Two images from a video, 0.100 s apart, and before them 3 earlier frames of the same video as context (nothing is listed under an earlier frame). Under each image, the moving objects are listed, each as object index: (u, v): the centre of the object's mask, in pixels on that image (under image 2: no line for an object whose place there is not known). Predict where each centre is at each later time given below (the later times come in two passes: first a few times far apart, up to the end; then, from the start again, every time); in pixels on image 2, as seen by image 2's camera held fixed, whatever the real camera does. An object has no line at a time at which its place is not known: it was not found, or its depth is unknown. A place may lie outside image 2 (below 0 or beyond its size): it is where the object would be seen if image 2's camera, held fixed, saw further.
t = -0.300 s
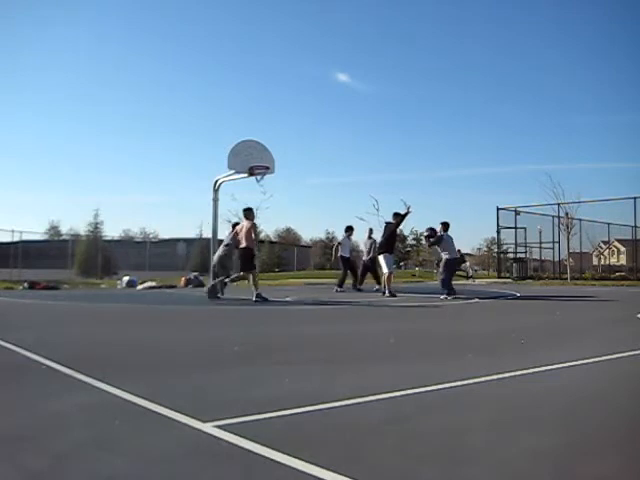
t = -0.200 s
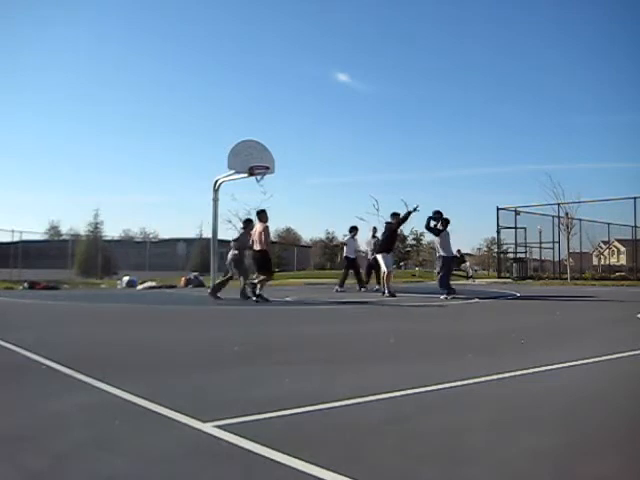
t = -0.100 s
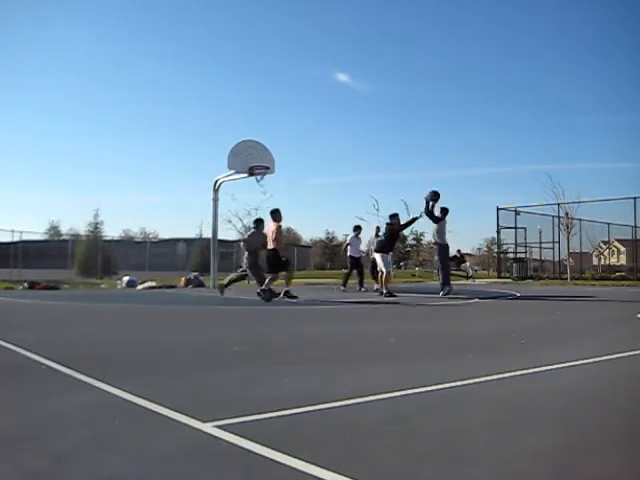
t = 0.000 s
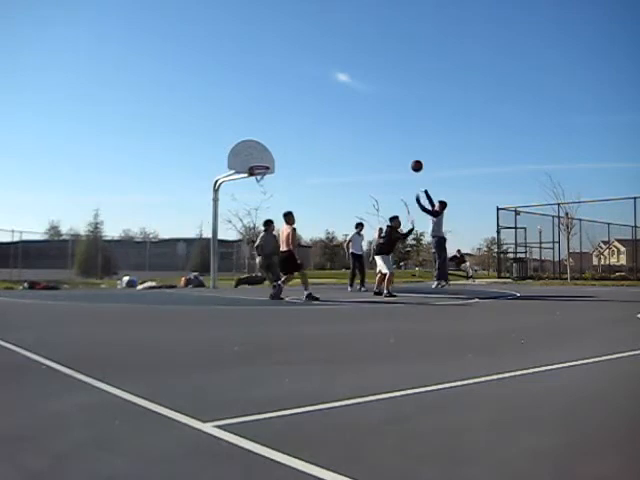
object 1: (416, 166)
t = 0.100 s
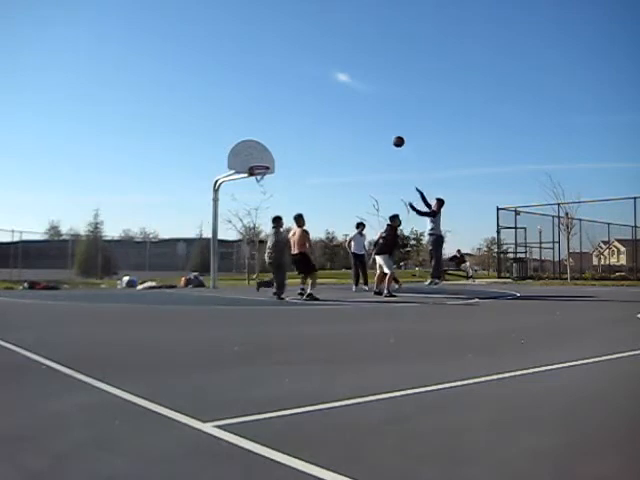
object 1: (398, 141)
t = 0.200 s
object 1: (381, 123)
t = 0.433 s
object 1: (343, 100)
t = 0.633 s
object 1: (314, 101)
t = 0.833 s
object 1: (288, 118)
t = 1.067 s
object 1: (259, 156)
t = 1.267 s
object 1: (275, 154)
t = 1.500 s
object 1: (299, 147)
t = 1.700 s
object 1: (320, 159)
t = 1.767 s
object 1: (327, 166)
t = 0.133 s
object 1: (392, 135)
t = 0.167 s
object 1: (386, 129)
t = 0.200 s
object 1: (381, 123)
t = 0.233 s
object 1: (375, 118)
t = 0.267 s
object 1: (370, 114)
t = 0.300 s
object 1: (364, 110)
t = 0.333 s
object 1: (359, 107)
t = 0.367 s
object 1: (354, 104)
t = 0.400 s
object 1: (348, 102)
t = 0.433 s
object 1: (343, 100)
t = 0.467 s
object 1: (338, 99)
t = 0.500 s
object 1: (333, 99)
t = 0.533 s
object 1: (329, 99)
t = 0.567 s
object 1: (324, 99)
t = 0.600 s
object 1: (319, 100)
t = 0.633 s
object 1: (314, 101)
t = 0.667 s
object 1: (310, 103)
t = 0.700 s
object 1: (305, 105)
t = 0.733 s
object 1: (301, 107)
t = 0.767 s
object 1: (297, 111)
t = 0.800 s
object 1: (292, 114)
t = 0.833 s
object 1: (288, 118)
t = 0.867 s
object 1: (284, 122)
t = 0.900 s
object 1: (279, 127)
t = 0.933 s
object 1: (275, 132)
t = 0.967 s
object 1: (271, 138)
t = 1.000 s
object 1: (267, 143)
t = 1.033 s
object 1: (263, 150)
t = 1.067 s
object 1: (259, 156)
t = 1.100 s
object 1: (255, 162)
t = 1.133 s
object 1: (258, 163)
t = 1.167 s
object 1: (264, 163)
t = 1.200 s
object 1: (269, 160)
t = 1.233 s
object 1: (272, 157)
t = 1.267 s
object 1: (275, 154)
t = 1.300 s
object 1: (279, 152)
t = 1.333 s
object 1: (282, 150)
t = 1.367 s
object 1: (286, 148)
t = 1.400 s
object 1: (289, 147)
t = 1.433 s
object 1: (293, 147)
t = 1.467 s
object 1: (296, 147)
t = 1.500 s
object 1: (299, 147)
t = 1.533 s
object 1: (303, 148)
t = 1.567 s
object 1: (306, 149)
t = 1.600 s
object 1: (310, 151)
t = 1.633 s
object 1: (313, 153)
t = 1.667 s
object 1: (317, 155)
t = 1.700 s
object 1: (320, 159)
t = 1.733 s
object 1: (324, 162)
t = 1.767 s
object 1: (327, 166)
